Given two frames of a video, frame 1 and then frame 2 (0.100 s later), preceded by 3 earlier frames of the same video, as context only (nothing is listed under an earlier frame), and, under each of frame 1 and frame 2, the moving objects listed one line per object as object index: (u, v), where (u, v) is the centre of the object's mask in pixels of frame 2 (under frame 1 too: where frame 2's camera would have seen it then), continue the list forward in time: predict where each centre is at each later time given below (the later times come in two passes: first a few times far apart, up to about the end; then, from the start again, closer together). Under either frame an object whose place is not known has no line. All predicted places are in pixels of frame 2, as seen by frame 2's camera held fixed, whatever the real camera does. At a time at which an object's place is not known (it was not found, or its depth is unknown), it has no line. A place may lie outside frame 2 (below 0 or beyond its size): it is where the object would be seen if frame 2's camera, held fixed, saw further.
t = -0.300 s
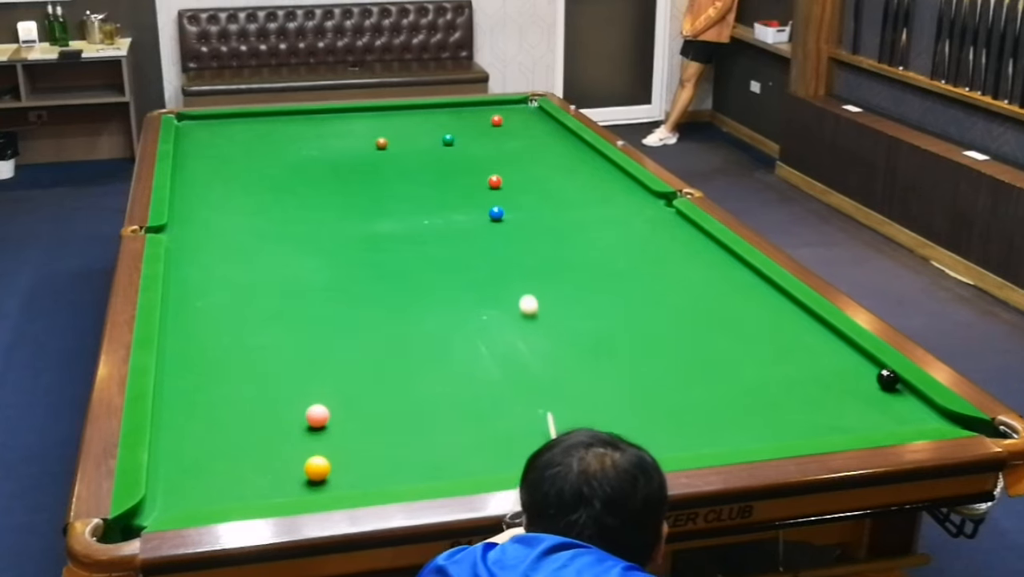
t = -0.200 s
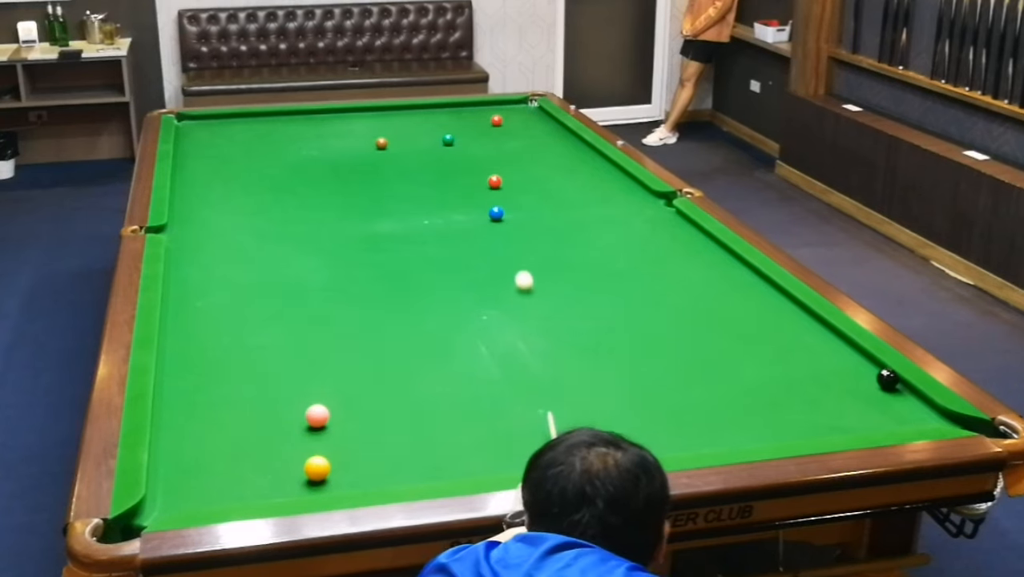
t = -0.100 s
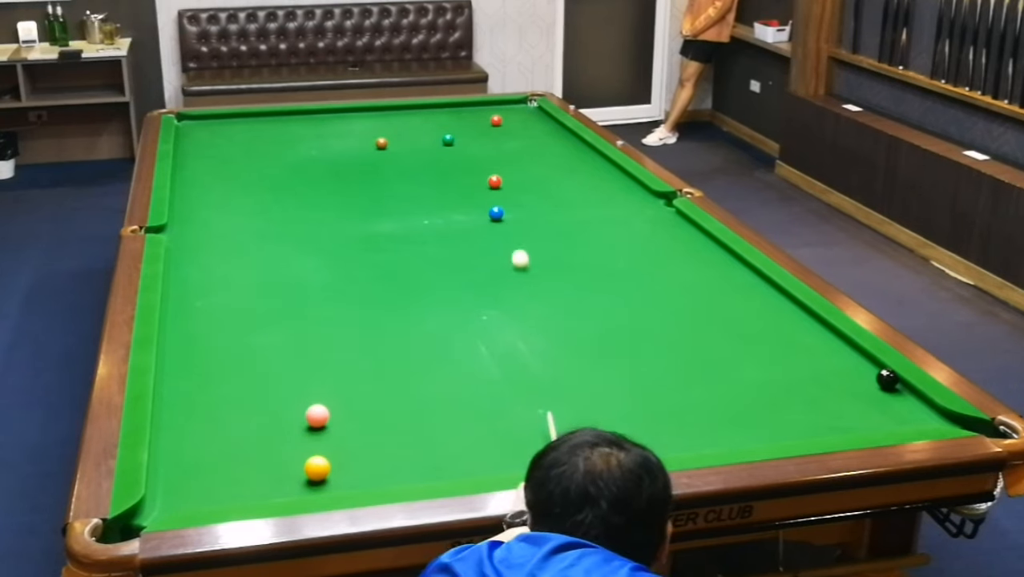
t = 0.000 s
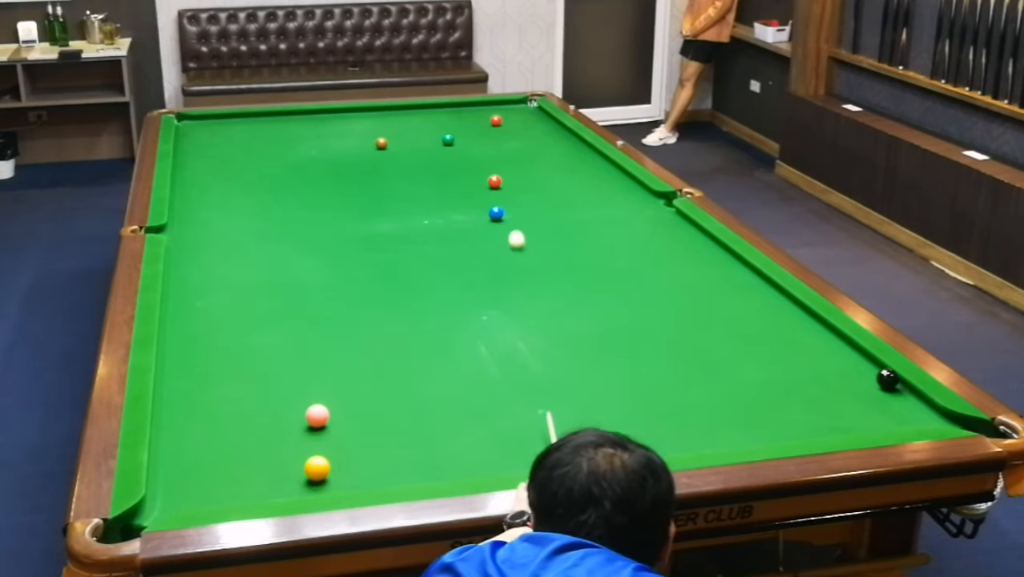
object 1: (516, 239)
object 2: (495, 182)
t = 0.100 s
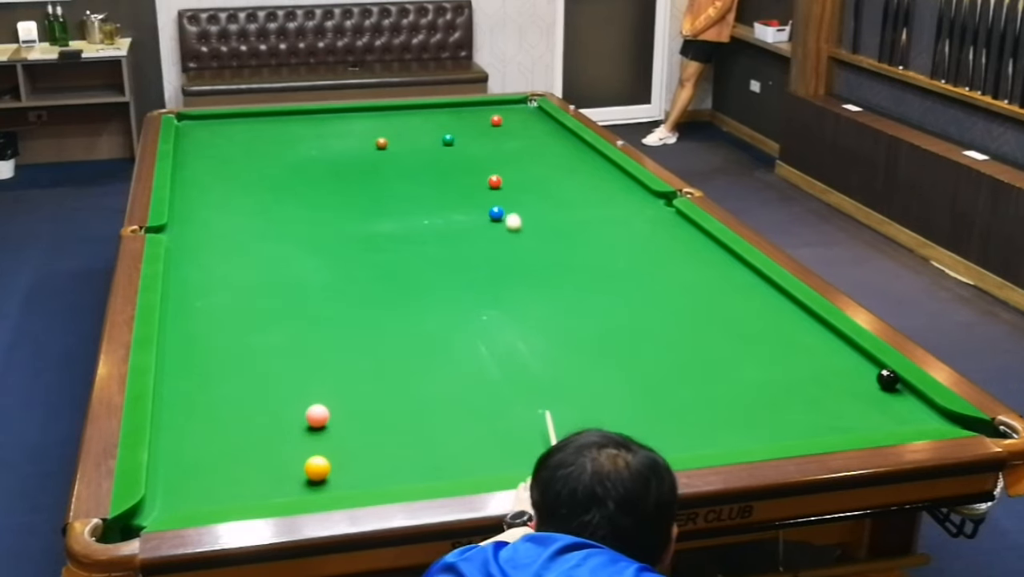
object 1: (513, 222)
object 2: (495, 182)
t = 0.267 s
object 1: (508, 196)
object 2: (495, 181)
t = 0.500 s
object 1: (526, 169)
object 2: (472, 178)
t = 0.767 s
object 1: (556, 145)
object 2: (439, 172)
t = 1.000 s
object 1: (558, 130)
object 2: (412, 167)
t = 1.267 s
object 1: (517, 120)
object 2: (382, 162)
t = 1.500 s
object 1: (485, 112)
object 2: (359, 158)
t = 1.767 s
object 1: (451, 104)
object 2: (333, 153)
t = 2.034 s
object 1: (433, 112)
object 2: (310, 149)
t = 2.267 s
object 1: (417, 119)
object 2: (291, 146)
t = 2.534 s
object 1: (398, 127)
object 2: (271, 143)
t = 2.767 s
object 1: (382, 134)
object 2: (255, 140)
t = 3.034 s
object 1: (362, 143)
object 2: (237, 137)
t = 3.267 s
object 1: (345, 150)
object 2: (223, 135)
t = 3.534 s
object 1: (325, 159)
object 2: (208, 133)
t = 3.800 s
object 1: (305, 167)
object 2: (194, 130)
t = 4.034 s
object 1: (287, 175)
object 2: (183, 128)
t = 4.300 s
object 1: (267, 184)
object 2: (186, 126)
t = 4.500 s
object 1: (251, 190)
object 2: (190, 125)
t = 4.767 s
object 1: (231, 199)
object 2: (196, 123)
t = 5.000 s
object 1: (213, 207)
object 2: (200, 122)
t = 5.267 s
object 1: (193, 216)
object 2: (204, 121)
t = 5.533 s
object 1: (173, 224)
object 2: (207, 120)
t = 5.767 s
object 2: (209, 119)
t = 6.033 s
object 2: (210, 118)
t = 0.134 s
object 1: (512, 216)
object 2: (495, 182)
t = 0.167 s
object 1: (511, 211)
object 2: (495, 182)
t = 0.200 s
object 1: (510, 205)
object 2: (495, 181)
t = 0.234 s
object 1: (509, 200)
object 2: (495, 181)
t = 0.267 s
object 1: (508, 196)
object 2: (495, 181)
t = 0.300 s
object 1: (507, 191)
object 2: (494, 181)
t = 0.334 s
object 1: (506, 186)
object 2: (494, 181)
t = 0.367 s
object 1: (508, 182)
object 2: (493, 181)
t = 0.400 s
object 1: (513, 179)
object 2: (487, 180)
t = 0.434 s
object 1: (518, 176)
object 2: (482, 179)
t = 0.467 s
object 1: (522, 172)
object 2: (477, 179)
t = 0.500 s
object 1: (526, 169)
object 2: (472, 178)
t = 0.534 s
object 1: (530, 166)
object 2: (468, 177)
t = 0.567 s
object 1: (534, 163)
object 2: (464, 176)
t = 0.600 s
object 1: (538, 160)
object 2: (460, 175)
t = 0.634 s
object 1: (542, 157)
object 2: (455, 175)
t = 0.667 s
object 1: (545, 154)
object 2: (451, 174)
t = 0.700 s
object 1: (549, 151)
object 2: (447, 173)
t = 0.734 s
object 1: (553, 148)
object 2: (443, 172)
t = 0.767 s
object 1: (556, 145)
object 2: (439, 172)
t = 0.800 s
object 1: (559, 142)
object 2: (435, 171)
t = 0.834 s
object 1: (563, 140)
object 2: (431, 170)
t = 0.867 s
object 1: (566, 137)
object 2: (427, 170)
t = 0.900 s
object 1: (569, 135)
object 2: (423, 169)
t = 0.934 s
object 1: (570, 132)
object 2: (419, 168)
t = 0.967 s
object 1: (564, 131)
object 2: (416, 168)
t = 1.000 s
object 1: (558, 130)
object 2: (412, 167)
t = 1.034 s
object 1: (552, 128)
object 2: (408, 166)
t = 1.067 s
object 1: (547, 127)
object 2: (404, 166)
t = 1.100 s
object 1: (542, 126)
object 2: (400, 165)
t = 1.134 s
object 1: (537, 125)
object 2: (397, 164)
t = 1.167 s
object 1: (531, 124)
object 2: (393, 164)
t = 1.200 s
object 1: (526, 122)
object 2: (390, 163)
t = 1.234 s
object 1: (521, 121)
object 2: (386, 162)
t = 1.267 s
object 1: (517, 120)
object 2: (382, 162)
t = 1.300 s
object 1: (512, 119)
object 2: (379, 161)
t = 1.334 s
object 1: (507, 117)
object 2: (375, 161)
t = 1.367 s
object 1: (503, 116)
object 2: (372, 160)
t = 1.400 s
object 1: (498, 113)
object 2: (368, 160)
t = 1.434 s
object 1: (492, 113)
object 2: (365, 159)
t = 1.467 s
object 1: (488, 113)
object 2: (362, 158)
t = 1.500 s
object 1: (485, 112)
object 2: (359, 158)
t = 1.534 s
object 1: (480, 111)
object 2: (356, 157)
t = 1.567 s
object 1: (475, 110)
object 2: (352, 157)
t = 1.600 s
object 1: (471, 109)
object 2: (349, 156)
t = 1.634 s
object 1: (467, 108)
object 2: (346, 156)
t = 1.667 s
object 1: (462, 107)
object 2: (343, 155)
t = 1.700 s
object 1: (458, 106)
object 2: (339, 155)
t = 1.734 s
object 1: (455, 104)
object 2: (336, 153)
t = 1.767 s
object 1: (451, 104)
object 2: (333, 153)
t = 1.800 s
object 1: (448, 104)
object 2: (330, 152)
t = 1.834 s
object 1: (446, 106)
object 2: (327, 152)
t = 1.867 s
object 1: (444, 107)
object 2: (324, 151)
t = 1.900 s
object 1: (442, 108)
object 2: (322, 151)
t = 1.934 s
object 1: (439, 109)
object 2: (319, 151)
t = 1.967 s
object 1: (437, 110)
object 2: (316, 150)
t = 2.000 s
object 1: (435, 111)
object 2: (313, 150)
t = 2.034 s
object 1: (433, 112)
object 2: (310, 149)
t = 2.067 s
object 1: (430, 113)
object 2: (308, 149)
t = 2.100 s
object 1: (428, 114)
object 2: (305, 149)
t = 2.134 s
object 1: (426, 115)
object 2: (302, 148)
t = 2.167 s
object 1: (424, 116)
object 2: (299, 148)
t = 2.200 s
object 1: (421, 117)
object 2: (296, 147)
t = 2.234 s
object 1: (419, 118)
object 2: (294, 147)
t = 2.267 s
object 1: (417, 119)
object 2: (291, 146)
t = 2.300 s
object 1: (414, 120)
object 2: (289, 146)
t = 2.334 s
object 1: (412, 121)
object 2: (286, 145)
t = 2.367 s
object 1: (410, 122)
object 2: (283, 145)
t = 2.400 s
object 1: (408, 123)
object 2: (281, 144)
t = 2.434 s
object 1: (405, 124)
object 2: (278, 144)
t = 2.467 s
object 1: (403, 125)
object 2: (276, 144)
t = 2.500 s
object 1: (401, 126)
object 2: (273, 143)
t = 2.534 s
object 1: (398, 127)
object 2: (271, 143)
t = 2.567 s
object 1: (396, 128)
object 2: (268, 143)
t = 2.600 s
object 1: (394, 129)
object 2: (266, 142)
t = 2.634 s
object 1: (391, 130)
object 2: (264, 142)
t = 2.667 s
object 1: (389, 131)
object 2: (261, 141)
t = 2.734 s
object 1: (384, 133)
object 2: (257, 141)
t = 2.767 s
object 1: (382, 134)
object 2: (255, 140)
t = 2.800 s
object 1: (379, 134)
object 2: (252, 140)
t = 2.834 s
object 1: (376, 136)
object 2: (250, 139)
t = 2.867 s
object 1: (374, 137)
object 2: (248, 139)
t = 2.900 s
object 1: (372, 138)
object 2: (246, 139)
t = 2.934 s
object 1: (370, 140)
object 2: (244, 138)
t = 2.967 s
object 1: (367, 141)
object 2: (241, 138)
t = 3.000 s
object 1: (365, 142)
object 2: (239, 138)
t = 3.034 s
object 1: (362, 143)
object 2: (237, 137)
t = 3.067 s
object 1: (360, 144)
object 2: (235, 137)
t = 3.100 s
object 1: (357, 145)
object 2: (233, 136)
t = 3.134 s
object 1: (355, 146)
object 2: (231, 136)
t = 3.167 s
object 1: (352, 147)
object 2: (229, 136)
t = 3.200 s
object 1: (350, 148)
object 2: (226, 135)
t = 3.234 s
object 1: (347, 149)
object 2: (224, 135)
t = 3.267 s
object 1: (345, 150)
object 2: (223, 135)
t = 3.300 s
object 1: (343, 151)
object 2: (221, 134)
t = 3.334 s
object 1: (340, 152)
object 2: (219, 134)
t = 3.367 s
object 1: (338, 153)
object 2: (217, 134)
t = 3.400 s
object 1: (335, 154)
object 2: (215, 134)
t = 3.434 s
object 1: (333, 155)
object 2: (214, 133)
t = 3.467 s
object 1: (330, 156)
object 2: (211, 133)
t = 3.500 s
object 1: (328, 157)
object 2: (210, 133)
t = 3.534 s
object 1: (325, 159)
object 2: (208, 133)
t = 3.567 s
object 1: (323, 160)
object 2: (206, 132)
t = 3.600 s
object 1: (320, 161)
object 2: (204, 132)
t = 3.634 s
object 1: (318, 162)
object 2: (203, 132)
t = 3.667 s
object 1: (315, 163)
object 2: (201, 131)
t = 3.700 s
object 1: (313, 164)
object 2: (199, 131)
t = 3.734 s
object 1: (310, 165)
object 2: (197, 131)
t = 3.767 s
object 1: (308, 166)
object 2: (196, 131)
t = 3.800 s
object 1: (305, 167)
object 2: (194, 130)
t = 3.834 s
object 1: (303, 168)
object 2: (192, 130)
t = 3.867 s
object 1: (300, 169)
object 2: (191, 130)
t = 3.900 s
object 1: (297, 170)
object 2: (189, 130)
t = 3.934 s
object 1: (295, 171)
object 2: (188, 129)
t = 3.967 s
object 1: (292, 173)
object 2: (186, 129)
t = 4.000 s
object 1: (290, 174)
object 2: (185, 129)
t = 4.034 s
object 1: (287, 175)
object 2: (183, 128)
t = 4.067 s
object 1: (285, 176)
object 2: (182, 128)
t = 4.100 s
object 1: (282, 177)
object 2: (181, 128)
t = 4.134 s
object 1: (280, 178)
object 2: (181, 127)
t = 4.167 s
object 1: (277, 179)
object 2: (182, 127)
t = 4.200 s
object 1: (275, 180)
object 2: (183, 127)
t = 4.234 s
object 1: (272, 181)
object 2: (184, 127)
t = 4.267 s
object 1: (270, 183)
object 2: (185, 126)
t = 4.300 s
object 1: (267, 184)
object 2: (186, 126)
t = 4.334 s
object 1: (265, 185)
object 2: (186, 126)
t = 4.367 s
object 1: (262, 186)
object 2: (187, 126)
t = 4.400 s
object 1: (259, 187)
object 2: (188, 125)
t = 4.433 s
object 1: (256, 188)
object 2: (189, 125)
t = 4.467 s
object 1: (254, 189)
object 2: (190, 125)
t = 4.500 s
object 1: (251, 190)
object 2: (190, 125)
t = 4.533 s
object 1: (249, 191)
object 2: (191, 124)
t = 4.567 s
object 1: (246, 192)
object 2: (192, 124)
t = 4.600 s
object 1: (244, 193)
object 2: (192, 124)
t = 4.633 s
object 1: (241, 195)
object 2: (193, 124)
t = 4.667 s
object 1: (239, 196)
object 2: (194, 124)
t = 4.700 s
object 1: (236, 197)
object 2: (195, 123)
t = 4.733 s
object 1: (234, 198)
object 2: (195, 123)
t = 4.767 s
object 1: (231, 199)
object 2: (196, 123)
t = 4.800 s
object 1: (228, 200)
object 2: (197, 123)
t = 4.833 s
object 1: (226, 201)
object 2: (198, 123)
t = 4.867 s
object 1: (223, 202)
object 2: (198, 122)
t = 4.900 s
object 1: (221, 204)
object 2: (198, 122)
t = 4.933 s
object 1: (218, 205)
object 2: (199, 122)
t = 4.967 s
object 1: (216, 206)
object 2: (200, 122)
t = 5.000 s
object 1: (213, 207)
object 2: (200, 122)
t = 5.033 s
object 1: (210, 208)
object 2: (200, 122)
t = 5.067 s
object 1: (208, 209)
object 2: (201, 121)
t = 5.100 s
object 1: (205, 210)
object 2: (201, 121)
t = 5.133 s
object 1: (203, 211)
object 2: (202, 121)
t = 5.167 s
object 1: (200, 212)
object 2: (203, 121)
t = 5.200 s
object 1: (198, 213)
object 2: (203, 121)
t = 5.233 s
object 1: (195, 215)
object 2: (204, 121)
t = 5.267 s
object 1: (193, 216)
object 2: (204, 121)
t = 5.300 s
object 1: (190, 217)
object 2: (205, 120)
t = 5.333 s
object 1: (188, 218)
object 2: (205, 120)
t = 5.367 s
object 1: (185, 219)
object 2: (205, 121)
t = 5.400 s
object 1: (183, 220)
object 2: (206, 120)
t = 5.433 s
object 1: (180, 221)
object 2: (206, 120)
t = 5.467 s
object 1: (178, 222)
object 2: (206, 120)
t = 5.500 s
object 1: (175, 223)
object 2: (207, 120)
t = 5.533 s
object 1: (173, 224)
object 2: (207, 120)
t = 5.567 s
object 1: (171, 226)
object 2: (207, 120)
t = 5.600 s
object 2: (208, 119)
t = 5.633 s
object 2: (208, 119)
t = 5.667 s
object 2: (208, 119)
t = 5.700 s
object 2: (209, 119)
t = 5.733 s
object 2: (209, 119)
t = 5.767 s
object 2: (209, 119)
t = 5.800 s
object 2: (209, 119)
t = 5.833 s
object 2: (210, 119)
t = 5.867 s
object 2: (210, 119)
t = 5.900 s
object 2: (210, 119)
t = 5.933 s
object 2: (210, 119)
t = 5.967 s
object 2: (210, 119)
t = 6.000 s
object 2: (210, 119)
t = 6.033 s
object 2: (210, 118)
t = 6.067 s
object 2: (210, 118)
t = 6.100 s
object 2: (210, 118)
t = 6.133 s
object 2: (210, 118)
